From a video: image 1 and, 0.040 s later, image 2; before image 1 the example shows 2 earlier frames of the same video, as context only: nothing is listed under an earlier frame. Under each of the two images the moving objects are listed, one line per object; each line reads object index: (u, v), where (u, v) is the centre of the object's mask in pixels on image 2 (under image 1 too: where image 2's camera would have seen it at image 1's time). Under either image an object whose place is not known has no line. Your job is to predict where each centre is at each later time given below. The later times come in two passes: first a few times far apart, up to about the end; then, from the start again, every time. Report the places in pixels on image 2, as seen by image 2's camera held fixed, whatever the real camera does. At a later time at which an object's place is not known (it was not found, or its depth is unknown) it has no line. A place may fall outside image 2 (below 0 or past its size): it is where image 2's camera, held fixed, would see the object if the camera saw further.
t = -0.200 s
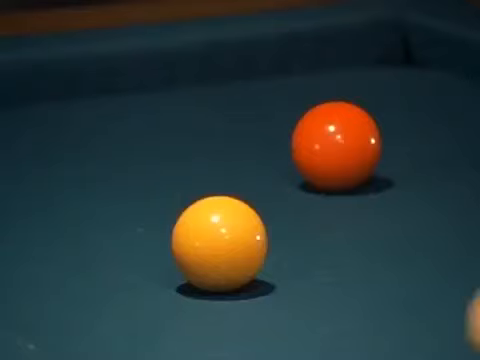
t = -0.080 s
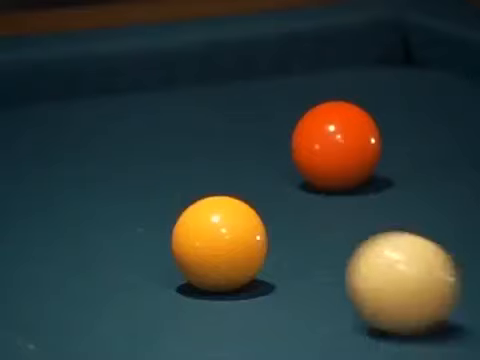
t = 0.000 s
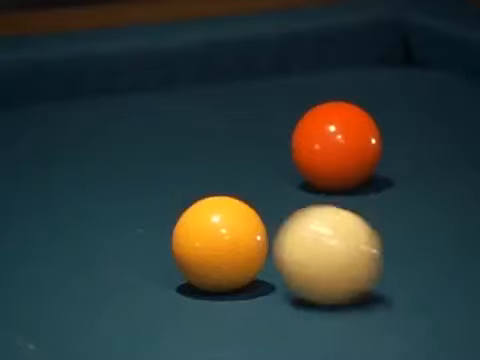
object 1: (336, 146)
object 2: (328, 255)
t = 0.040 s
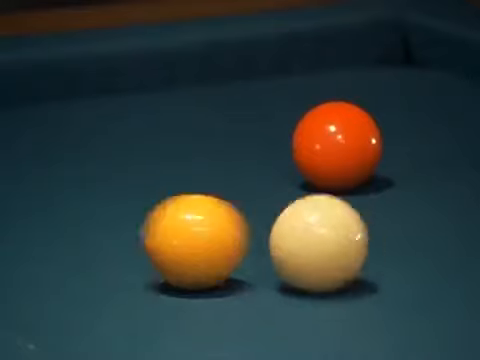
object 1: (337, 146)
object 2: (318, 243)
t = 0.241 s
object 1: (342, 131)
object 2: (326, 192)
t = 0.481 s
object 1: (358, 116)
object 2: (311, 161)
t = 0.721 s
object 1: (364, 94)
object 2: (288, 149)
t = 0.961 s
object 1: (381, 65)
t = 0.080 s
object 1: (337, 144)
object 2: (325, 233)
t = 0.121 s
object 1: (338, 141)
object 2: (326, 223)
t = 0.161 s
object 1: (338, 138)
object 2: (326, 212)
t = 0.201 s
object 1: (340, 135)
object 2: (326, 202)
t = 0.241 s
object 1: (342, 131)
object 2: (326, 192)
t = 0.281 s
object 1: (344, 128)
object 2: (326, 183)
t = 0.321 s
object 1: (347, 125)
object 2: (326, 173)
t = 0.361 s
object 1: (352, 123)
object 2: (324, 166)
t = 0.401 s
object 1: (355, 121)
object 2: (320, 165)
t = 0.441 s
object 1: (357, 119)
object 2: (315, 164)
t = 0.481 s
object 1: (358, 116)
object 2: (311, 161)
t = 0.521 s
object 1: (359, 113)
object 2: (307, 159)
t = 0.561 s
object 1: (360, 110)
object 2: (303, 157)
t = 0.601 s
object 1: (360, 106)
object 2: (299, 155)
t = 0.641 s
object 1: (362, 102)
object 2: (296, 153)
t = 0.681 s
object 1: (363, 98)
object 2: (292, 150)
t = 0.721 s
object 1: (364, 94)
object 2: (288, 149)
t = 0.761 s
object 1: (369, 88)
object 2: (284, 147)
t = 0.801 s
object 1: (372, 83)
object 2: (281, 145)
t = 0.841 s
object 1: (374, 78)
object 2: (277, 143)
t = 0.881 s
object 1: (377, 74)
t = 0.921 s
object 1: (378, 70)
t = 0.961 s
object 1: (381, 65)
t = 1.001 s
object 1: (383, 61)
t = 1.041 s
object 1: (385, 56)
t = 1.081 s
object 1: (386, 52)
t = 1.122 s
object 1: (388, 49)
